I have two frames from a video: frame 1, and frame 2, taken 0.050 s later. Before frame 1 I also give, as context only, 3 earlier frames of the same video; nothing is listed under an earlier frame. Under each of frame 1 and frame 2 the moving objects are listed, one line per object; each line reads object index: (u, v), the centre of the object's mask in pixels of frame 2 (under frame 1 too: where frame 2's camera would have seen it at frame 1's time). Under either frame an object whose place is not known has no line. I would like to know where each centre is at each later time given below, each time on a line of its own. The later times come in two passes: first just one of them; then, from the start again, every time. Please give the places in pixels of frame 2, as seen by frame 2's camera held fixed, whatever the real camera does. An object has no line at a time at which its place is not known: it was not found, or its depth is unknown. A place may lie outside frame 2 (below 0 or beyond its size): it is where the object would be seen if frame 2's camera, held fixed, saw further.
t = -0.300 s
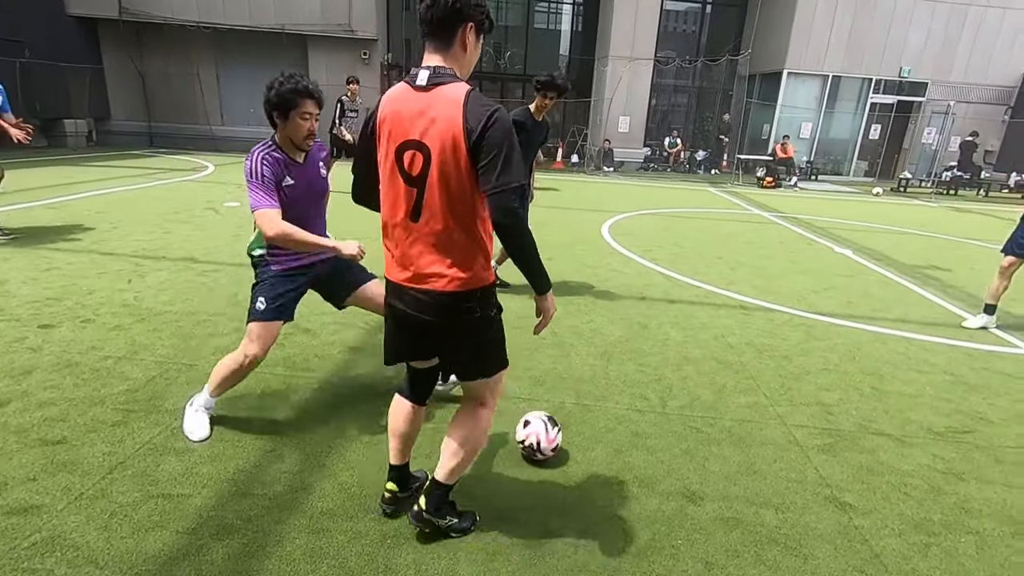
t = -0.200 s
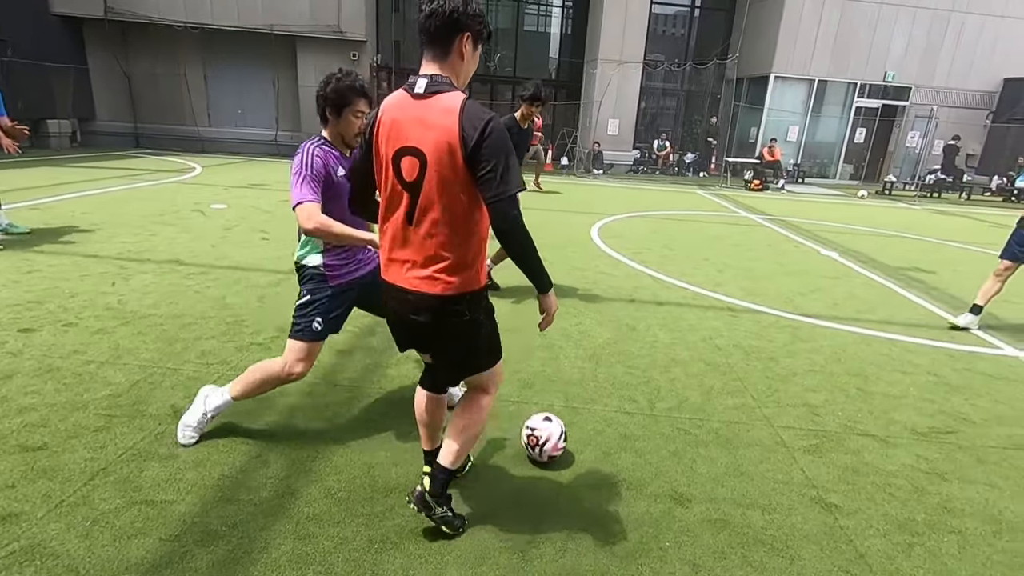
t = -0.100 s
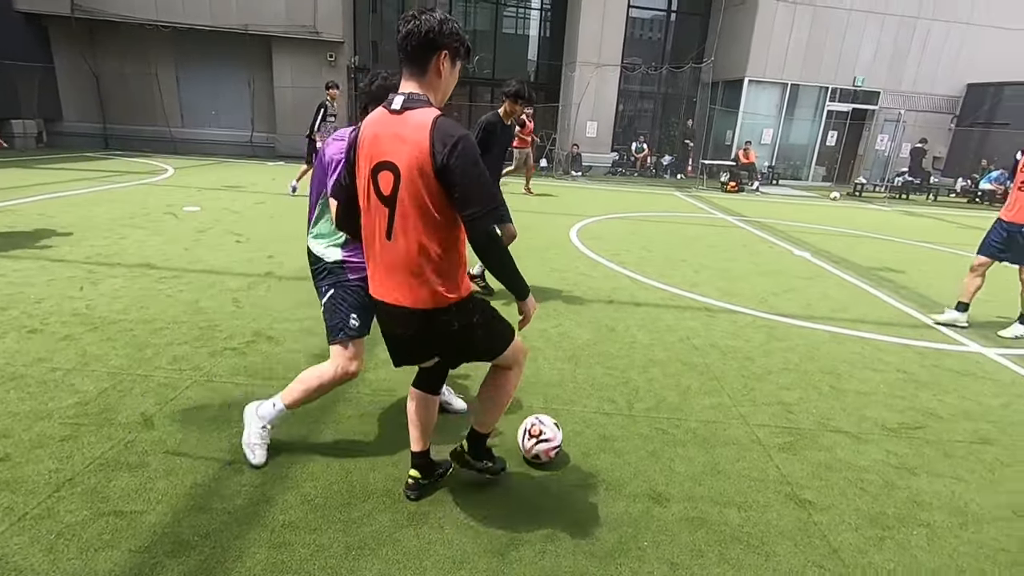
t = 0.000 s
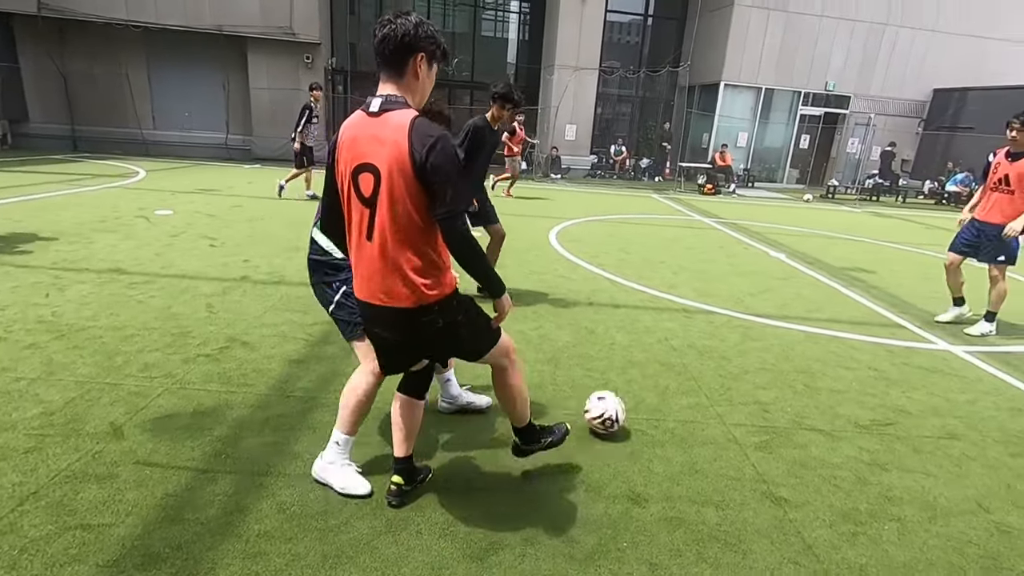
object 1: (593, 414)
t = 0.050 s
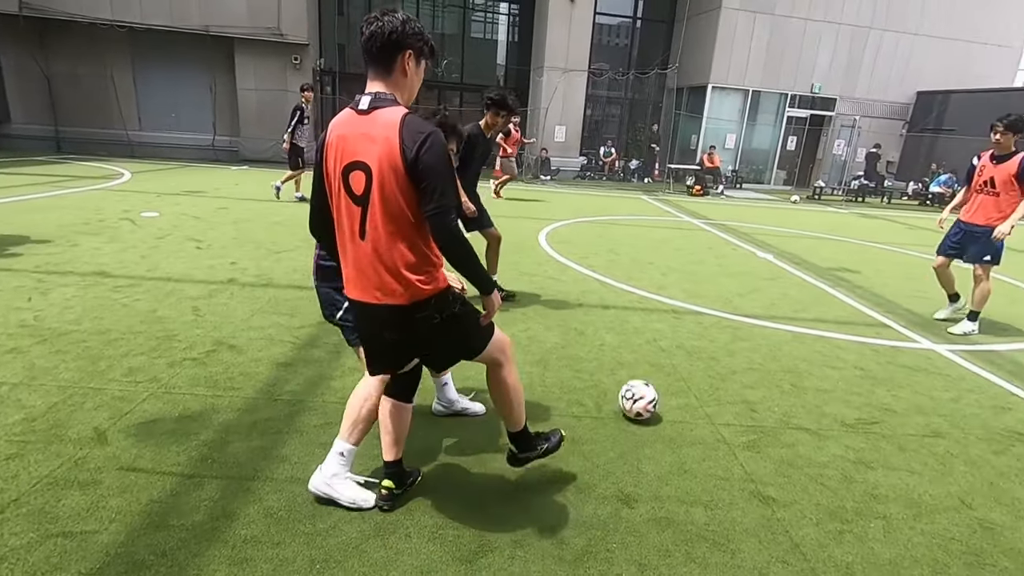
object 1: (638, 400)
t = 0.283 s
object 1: (779, 351)
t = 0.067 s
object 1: (651, 395)
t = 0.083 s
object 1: (664, 390)
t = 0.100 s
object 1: (676, 386)
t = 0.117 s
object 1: (687, 382)
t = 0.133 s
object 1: (698, 378)
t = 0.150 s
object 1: (708, 375)
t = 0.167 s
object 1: (718, 371)
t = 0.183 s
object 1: (728, 368)
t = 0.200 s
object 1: (737, 365)
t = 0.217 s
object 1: (746, 362)
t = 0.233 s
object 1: (755, 359)
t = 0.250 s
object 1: (763, 356)
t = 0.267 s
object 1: (771, 353)
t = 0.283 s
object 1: (779, 351)
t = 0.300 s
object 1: (786, 348)
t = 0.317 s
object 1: (794, 345)
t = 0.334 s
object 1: (801, 343)
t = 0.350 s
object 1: (808, 341)
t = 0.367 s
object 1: (814, 339)
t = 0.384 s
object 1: (820, 337)
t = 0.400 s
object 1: (826, 334)
